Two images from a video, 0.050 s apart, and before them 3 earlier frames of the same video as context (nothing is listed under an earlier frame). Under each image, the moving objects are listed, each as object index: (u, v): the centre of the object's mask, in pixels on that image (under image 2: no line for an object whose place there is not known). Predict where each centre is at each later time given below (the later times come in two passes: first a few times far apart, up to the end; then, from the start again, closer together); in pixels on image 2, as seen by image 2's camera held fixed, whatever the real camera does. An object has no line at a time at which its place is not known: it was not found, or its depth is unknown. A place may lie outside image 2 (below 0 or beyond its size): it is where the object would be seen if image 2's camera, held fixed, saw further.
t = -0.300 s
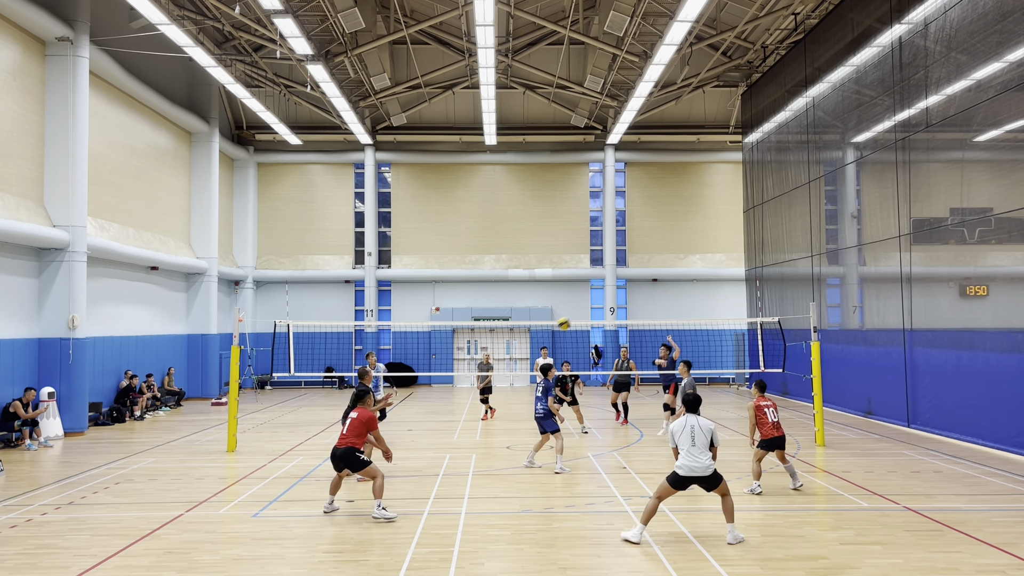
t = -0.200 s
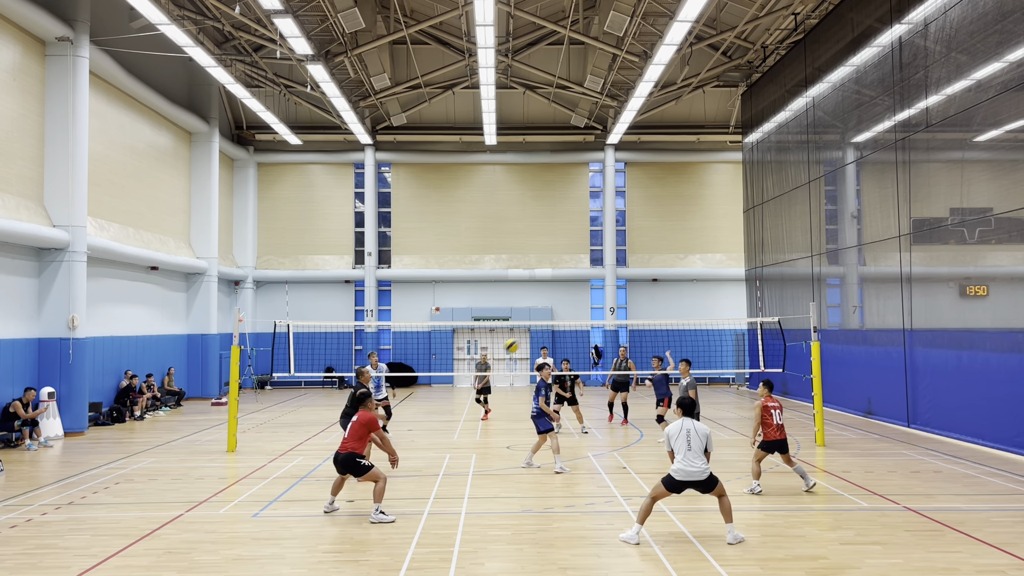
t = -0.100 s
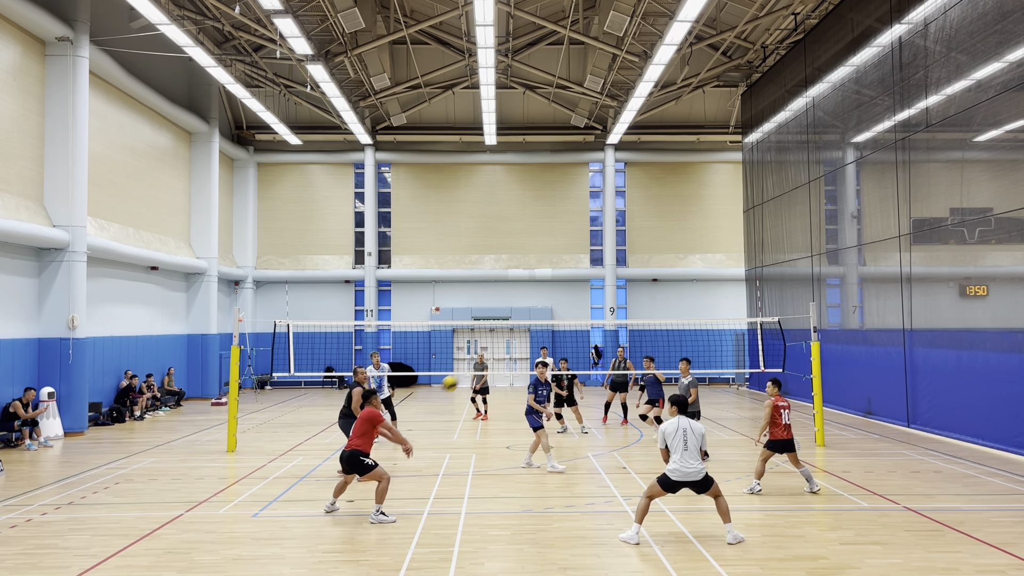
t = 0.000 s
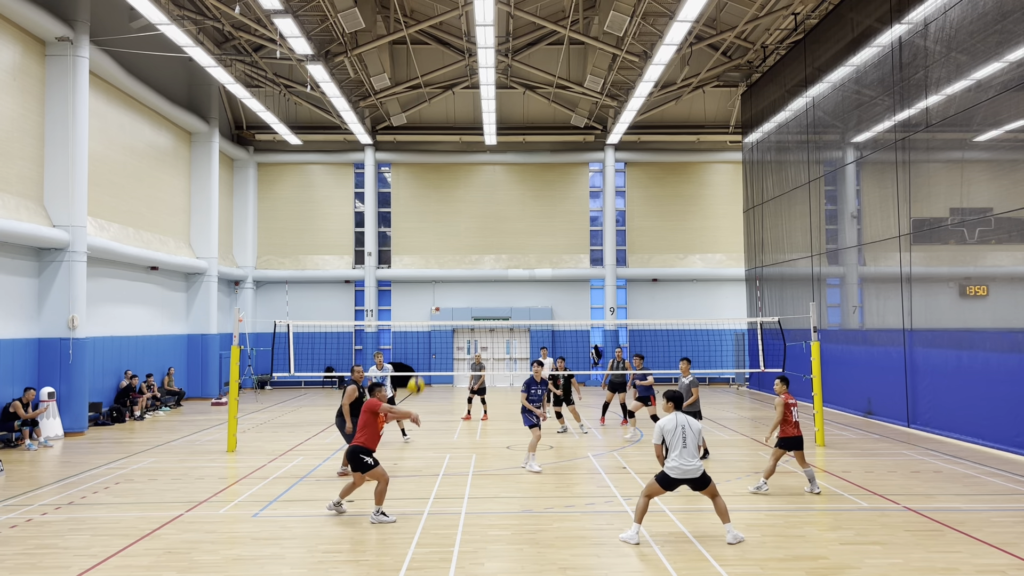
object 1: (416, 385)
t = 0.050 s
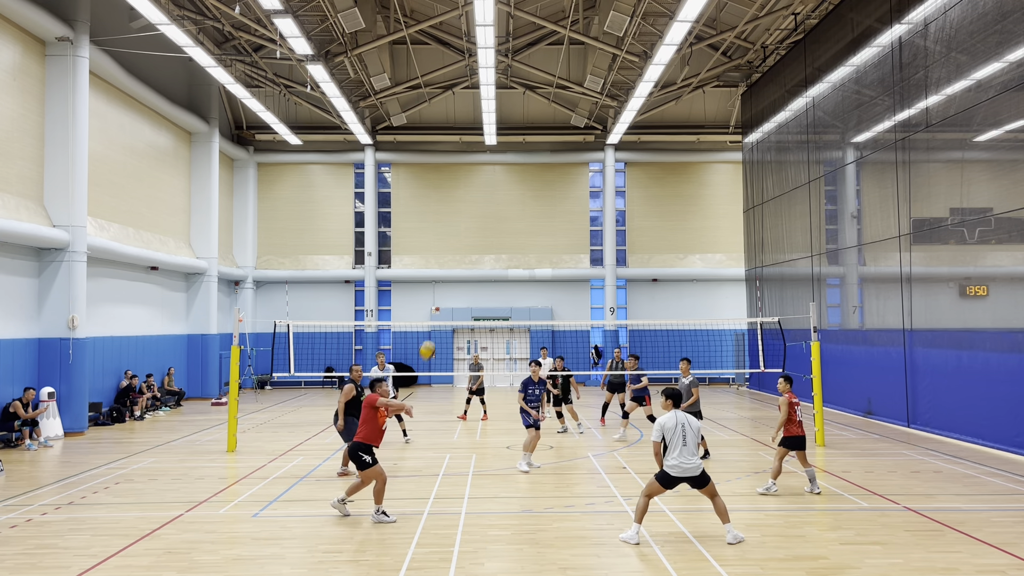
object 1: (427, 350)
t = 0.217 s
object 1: (460, 256)
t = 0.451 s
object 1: (500, 171)
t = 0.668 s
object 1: (531, 135)
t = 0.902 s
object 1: (561, 133)
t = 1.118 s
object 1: (586, 160)
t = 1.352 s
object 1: (612, 217)
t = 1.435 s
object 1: (620, 243)
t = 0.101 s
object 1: (438, 318)
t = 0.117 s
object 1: (441, 309)
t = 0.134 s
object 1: (444, 299)
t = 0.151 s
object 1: (448, 289)
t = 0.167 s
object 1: (451, 281)
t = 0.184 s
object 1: (454, 273)
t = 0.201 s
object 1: (457, 263)
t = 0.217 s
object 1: (460, 256)
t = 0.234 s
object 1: (463, 248)
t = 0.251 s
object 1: (467, 240)
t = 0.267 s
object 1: (470, 233)
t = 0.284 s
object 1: (473, 226)
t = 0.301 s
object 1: (475, 220)
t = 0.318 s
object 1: (479, 213)
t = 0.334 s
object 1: (481, 207)
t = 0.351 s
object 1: (484, 201)
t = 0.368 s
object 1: (487, 196)
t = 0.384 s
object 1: (489, 191)
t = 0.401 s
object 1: (492, 185)
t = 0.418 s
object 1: (495, 181)
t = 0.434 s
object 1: (498, 176)
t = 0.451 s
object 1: (500, 171)
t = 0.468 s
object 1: (502, 167)
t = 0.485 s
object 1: (505, 164)
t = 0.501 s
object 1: (507, 160)
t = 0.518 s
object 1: (510, 157)
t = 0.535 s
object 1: (512, 153)
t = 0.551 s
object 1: (515, 150)
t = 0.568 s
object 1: (517, 148)
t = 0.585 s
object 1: (520, 145)
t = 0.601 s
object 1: (522, 143)
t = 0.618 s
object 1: (525, 140)
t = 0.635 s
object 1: (527, 138)
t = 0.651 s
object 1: (529, 137)
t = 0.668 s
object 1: (531, 135)
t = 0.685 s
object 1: (534, 134)
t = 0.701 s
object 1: (536, 133)
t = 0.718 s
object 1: (538, 131)
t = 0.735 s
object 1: (540, 131)
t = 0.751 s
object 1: (542, 130)
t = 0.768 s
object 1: (544, 130)
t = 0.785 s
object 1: (547, 130)
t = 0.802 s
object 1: (549, 130)
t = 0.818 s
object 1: (551, 130)
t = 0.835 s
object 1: (553, 130)
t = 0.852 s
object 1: (555, 130)
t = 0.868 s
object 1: (557, 131)
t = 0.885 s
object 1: (559, 132)
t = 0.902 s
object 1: (561, 133)
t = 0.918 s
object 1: (563, 134)
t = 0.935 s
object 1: (565, 135)
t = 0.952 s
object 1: (568, 137)
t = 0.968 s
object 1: (569, 138)
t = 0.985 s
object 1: (572, 140)
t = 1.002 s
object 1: (573, 142)
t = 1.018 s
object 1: (575, 144)
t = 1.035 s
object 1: (577, 146)
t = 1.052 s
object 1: (579, 149)
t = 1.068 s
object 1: (581, 151)
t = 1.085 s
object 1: (583, 154)
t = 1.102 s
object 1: (585, 157)
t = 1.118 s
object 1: (586, 160)
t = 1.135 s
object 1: (589, 163)
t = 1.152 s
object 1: (590, 167)
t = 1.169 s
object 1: (592, 170)
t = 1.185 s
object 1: (594, 173)
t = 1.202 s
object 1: (596, 177)
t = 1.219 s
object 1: (598, 181)
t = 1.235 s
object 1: (600, 185)
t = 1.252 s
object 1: (601, 189)
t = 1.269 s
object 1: (603, 194)
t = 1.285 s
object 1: (605, 198)
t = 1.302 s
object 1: (607, 203)
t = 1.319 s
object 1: (609, 207)
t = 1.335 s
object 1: (610, 211)
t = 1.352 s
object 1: (612, 217)
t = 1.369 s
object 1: (614, 222)
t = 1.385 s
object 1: (615, 227)
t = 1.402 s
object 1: (617, 232)
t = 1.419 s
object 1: (619, 237)
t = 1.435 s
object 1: (620, 243)
